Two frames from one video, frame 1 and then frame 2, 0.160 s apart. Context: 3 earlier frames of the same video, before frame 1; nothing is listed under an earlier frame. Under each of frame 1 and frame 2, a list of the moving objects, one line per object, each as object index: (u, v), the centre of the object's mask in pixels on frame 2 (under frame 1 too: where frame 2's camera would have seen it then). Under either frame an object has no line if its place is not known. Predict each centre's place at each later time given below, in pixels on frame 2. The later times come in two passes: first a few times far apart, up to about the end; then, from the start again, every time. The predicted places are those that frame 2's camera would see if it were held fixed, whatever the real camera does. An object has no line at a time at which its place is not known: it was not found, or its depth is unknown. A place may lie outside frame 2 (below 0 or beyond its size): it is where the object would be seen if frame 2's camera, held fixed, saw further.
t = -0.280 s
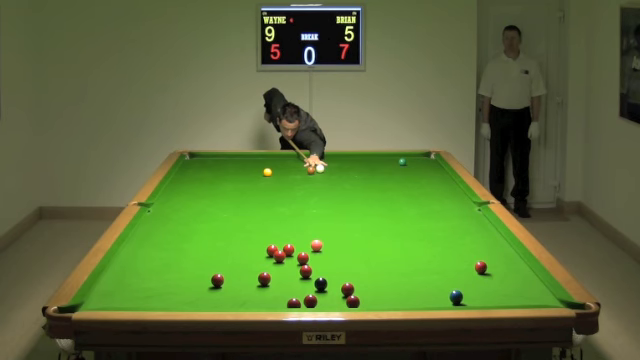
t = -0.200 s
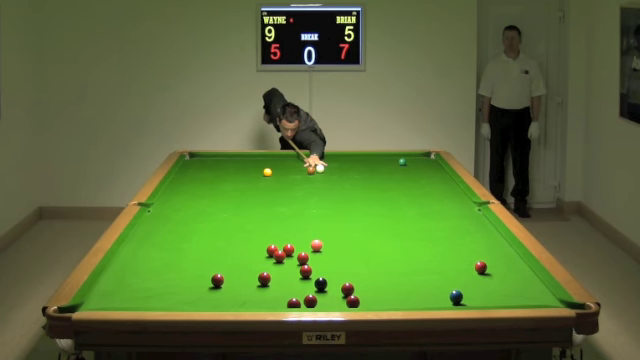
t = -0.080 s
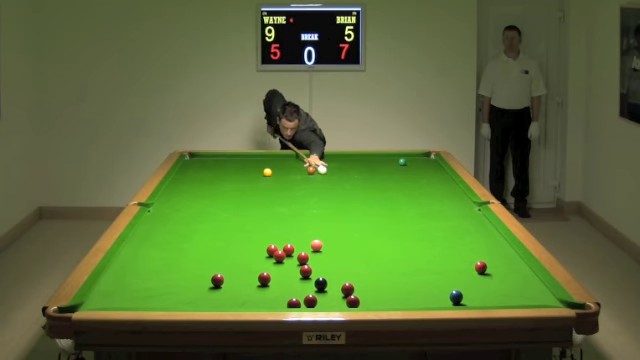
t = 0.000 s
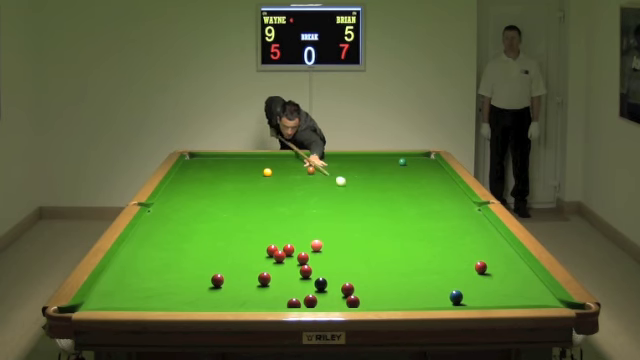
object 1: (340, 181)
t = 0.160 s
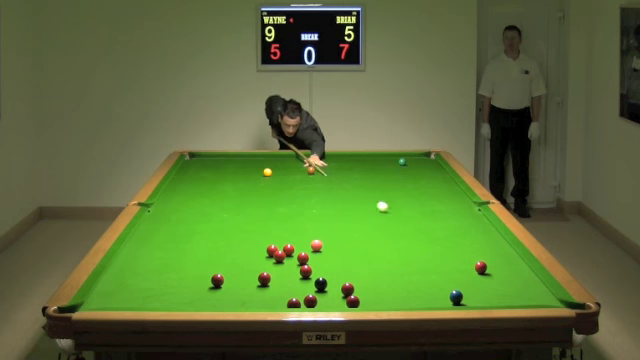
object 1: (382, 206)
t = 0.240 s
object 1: (406, 221)
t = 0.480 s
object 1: (474, 264)
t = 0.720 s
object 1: (470, 266)
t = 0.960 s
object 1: (468, 268)
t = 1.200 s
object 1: (463, 269)
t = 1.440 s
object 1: (436, 264)
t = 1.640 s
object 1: (416, 260)
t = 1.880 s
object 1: (395, 255)
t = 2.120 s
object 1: (375, 251)
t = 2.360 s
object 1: (357, 247)
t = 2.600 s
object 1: (340, 244)
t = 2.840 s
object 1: (325, 241)
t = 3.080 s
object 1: (310, 237)
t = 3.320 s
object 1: (298, 235)
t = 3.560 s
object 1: (286, 233)
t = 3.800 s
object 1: (275, 231)
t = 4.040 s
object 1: (266, 229)
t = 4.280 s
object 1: (257, 228)
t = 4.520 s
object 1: (250, 226)
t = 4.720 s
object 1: (244, 225)
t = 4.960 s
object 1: (238, 224)
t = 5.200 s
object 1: (232, 223)
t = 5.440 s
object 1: (228, 223)
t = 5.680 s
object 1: (225, 222)
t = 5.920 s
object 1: (222, 222)
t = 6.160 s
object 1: (220, 222)
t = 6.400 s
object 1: (219, 222)
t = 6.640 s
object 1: (219, 222)
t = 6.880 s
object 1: (219, 222)
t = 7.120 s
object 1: (219, 222)
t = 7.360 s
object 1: (219, 222)
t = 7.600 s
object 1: (219, 222)
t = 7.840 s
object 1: (219, 222)
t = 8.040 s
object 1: (219, 222)
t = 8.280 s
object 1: (219, 222)
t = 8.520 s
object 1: (219, 222)
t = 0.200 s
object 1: (394, 213)
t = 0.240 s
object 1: (406, 221)
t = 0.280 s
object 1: (418, 229)
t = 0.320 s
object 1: (431, 237)
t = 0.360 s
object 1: (445, 245)
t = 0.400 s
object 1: (459, 254)
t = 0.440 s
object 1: (472, 262)
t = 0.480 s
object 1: (474, 264)
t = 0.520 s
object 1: (473, 265)
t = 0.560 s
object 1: (473, 265)
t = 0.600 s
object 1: (472, 265)
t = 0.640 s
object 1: (472, 266)
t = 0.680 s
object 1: (471, 266)
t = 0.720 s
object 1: (470, 266)
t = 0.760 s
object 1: (470, 267)
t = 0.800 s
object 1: (470, 267)
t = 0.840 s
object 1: (469, 268)
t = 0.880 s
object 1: (469, 268)
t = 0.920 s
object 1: (468, 268)
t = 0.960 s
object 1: (468, 268)
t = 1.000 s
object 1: (467, 269)
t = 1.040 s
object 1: (467, 269)
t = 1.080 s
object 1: (467, 269)
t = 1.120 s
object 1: (467, 269)
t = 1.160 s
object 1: (466, 270)
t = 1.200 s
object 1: (463, 269)
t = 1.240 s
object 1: (457, 268)
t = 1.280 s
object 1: (453, 267)
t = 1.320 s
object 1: (448, 266)
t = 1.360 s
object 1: (444, 265)
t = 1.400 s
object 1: (440, 264)
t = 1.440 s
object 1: (436, 264)
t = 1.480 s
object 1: (432, 263)
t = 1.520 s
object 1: (428, 262)
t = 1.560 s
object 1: (424, 261)
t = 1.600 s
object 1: (420, 260)
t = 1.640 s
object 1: (416, 260)
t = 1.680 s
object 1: (413, 259)
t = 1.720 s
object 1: (409, 258)
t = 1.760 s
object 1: (405, 257)
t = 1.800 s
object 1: (402, 257)
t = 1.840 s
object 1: (398, 256)
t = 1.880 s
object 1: (395, 255)
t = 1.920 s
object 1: (391, 254)
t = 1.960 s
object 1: (388, 254)
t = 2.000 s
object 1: (385, 253)
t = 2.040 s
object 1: (381, 252)
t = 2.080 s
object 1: (378, 252)
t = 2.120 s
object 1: (375, 251)
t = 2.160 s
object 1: (372, 250)
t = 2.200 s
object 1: (369, 249)
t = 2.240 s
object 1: (366, 249)
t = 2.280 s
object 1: (363, 248)
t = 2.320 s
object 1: (359, 248)
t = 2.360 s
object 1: (357, 247)
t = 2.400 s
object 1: (354, 247)
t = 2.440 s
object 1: (351, 246)
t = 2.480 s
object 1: (348, 246)
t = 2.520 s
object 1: (345, 245)
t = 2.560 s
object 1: (343, 244)
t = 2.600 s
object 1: (340, 244)
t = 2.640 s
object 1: (337, 243)
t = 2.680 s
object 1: (335, 243)
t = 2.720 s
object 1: (332, 242)
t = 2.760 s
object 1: (330, 242)
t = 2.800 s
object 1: (327, 241)
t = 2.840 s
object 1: (325, 241)
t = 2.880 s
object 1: (323, 239)
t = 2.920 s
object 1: (320, 238)
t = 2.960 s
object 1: (318, 237)
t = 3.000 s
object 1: (314, 236)
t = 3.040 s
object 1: (312, 237)
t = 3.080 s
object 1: (310, 237)
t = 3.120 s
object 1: (308, 237)
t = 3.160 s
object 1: (306, 237)
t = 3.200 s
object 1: (304, 237)
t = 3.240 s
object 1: (302, 236)
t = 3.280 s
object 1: (300, 236)
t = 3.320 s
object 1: (298, 235)
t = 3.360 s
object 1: (296, 235)
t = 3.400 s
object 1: (294, 234)
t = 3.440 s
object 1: (292, 234)
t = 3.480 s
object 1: (290, 234)
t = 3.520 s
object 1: (288, 233)
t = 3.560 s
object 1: (286, 233)
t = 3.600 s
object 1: (284, 233)
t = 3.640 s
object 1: (282, 232)
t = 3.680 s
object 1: (280, 232)
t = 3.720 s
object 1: (278, 232)
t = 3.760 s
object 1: (277, 231)
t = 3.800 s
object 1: (275, 231)
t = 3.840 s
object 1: (274, 231)
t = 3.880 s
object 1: (272, 230)
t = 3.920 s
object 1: (271, 230)
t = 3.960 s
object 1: (269, 230)
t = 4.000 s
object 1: (268, 229)
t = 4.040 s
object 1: (266, 229)
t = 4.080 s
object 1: (264, 229)
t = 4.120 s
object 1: (263, 229)
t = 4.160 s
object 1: (261, 228)
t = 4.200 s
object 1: (260, 228)
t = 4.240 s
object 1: (258, 228)
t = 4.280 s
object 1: (257, 228)
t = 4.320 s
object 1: (256, 227)
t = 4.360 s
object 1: (254, 227)
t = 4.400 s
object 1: (253, 227)
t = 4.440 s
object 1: (252, 227)
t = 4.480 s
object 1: (251, 226)
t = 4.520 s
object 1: (250, 226)
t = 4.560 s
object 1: (248, 226)
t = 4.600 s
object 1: (247, 226)
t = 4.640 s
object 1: (246, 226)
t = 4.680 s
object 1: (245, 226)
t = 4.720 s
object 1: (244, 225)
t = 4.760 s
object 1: (243, 225)
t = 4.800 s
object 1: (242, 225)
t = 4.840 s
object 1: (241, 225)
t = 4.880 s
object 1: (240, 225)
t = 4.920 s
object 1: (239, 225)
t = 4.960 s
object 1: (238, 224)
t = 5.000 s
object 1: (237, 224)
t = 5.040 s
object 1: (236, 224)
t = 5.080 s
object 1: (235, 224)
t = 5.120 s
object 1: (234, 224)
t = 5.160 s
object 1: (233, 224)
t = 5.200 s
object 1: (232, 223)
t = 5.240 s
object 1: (232, 223)
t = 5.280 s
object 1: (231, 223)
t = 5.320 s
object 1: (230, 223)
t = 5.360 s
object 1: (230, 223)
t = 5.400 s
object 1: (229, 223)
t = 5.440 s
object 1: (228, 223)
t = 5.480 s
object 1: (227, 223)
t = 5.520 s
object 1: (227, 223)
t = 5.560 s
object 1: (226, 223)
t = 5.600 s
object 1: (226, 223)
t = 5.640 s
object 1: (225, 222)
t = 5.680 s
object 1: (225, 222)
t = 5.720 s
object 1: (224, 222)
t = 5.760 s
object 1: (224, 222)
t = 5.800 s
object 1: (223, 222)
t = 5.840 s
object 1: (223, 222)
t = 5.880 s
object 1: (222, 222)
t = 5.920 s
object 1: (222, 222)
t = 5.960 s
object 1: (221, 222)
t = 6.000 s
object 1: (221, 222)
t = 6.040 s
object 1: (221, 222)
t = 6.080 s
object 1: (220, 222)
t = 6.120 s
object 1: (220, 222)
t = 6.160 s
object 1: (220, 222)
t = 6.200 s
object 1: (220, 222)
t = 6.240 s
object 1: (220, 222)
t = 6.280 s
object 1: (220, 222)
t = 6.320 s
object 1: (219, 222)
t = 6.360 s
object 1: (219, 222)
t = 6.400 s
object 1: (219, 222)
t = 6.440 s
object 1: (219, 222)
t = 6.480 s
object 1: (219, 222)
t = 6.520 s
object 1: (219, 222)
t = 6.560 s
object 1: (219, 222)
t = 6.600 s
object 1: (219, 222)
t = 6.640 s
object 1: (219, 222)
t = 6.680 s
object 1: (219, 222)
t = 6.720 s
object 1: (219, 222)
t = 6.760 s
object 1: (219, 222)
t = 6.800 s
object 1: (219, 222)
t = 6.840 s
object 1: (219, 222)
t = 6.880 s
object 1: (219, 222)
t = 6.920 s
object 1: (219, 222)
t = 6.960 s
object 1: (219, 222)
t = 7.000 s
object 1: (219, 222)
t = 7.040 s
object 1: (219, 222)
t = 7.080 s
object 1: (219, 222)
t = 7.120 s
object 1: (219, 222)
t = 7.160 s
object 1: (219, 222)
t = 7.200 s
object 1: (219, 222)
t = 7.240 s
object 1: (219, 222)
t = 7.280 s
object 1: (219, 222)
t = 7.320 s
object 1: (219, 222)
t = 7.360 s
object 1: (219, 222)
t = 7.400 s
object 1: (219, 222)
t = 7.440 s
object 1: (219, 222)
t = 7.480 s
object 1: (219, 222)
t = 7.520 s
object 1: (219, 222)
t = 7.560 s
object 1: (219, 222)
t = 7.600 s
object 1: (219, 222)
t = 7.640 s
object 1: (219, 222)
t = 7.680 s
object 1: (219, 222)
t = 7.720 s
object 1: (219, 222)
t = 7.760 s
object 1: (219, 222)
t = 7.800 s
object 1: (219, 222)
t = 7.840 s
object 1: (219, 222)
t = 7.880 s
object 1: (219, 222)
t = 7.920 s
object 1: (219, 222)
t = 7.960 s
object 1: (219, 222)
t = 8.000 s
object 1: (219, 222)
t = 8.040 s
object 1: (219, 222)
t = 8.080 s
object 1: (219, 222)
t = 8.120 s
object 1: (219, 222)
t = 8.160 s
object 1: (219, 222)
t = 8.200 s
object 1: (219, 222)
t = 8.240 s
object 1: (219, 222)
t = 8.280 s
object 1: (219, 222)
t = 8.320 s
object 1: (219, 222)
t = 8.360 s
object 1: (219, 222)
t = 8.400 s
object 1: (219, 222)
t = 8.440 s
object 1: (219, 222)
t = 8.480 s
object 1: (219, 222)
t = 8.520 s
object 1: (219, 222)
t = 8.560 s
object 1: (219, 222)
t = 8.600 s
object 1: (219, 222)
